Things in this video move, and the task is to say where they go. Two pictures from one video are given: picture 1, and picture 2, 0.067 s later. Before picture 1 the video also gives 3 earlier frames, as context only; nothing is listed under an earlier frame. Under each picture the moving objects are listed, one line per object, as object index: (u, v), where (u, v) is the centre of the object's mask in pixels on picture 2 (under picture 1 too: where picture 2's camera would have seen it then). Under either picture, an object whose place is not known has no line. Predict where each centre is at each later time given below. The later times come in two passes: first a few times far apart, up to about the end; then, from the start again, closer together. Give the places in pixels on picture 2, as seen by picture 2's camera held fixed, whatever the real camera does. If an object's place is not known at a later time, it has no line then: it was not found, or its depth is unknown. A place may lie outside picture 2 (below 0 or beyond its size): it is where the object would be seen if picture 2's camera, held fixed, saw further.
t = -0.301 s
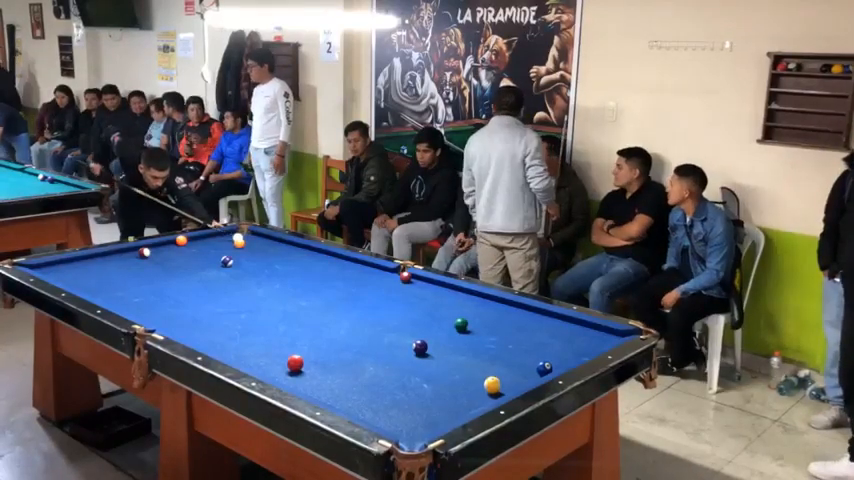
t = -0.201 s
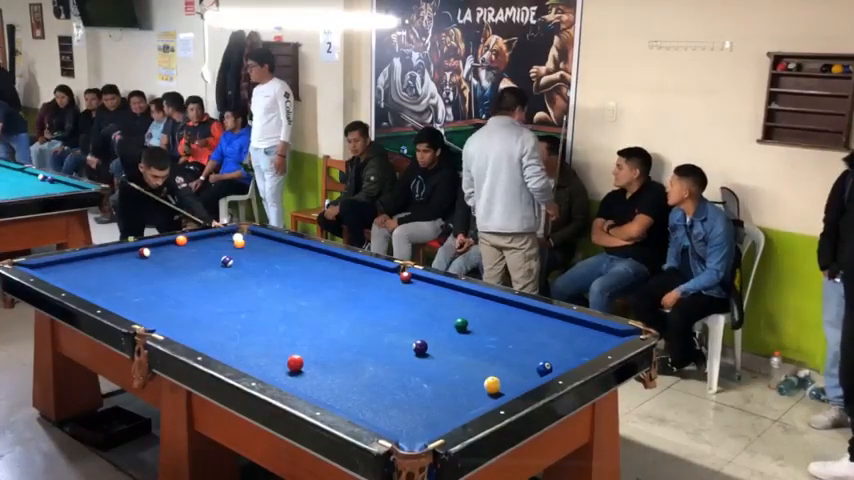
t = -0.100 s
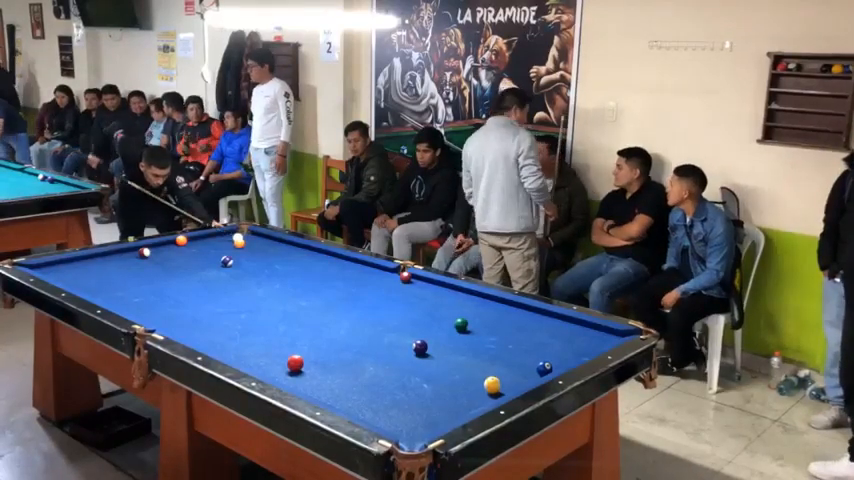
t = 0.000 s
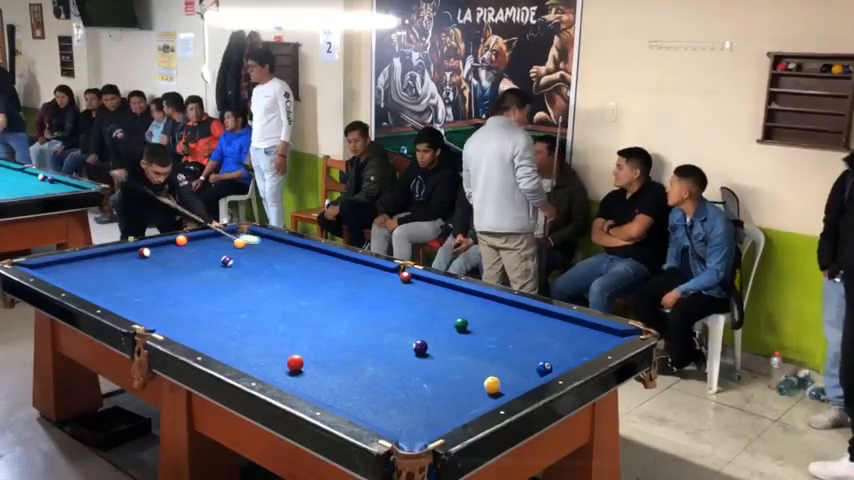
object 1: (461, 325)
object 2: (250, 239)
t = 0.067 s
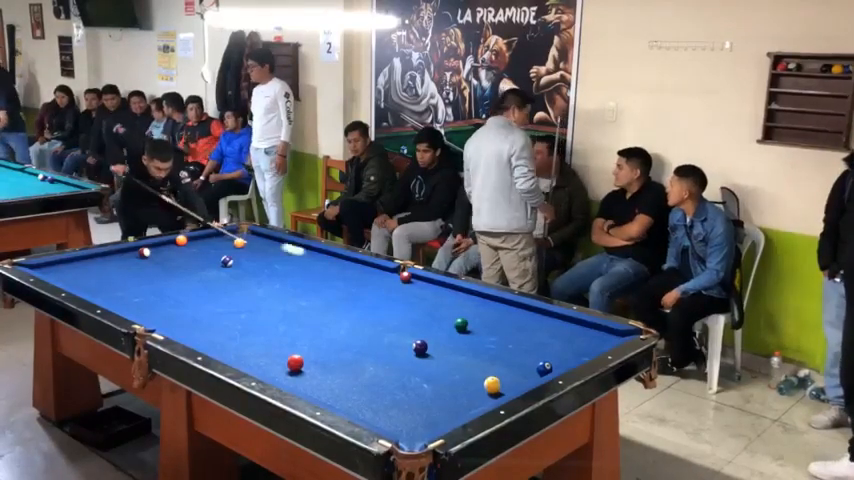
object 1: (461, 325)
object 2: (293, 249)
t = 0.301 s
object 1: (461, 325)
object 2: (388, 277)
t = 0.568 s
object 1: (461, 325)
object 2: (354, 276)
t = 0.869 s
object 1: (442, 323)
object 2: (310, 272)
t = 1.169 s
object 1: (357, 315)
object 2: (267, 269)
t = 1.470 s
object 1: (283, 308)
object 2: (228, 266)
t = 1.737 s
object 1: (221, 302)
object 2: (194, 263)
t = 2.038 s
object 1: (153, 297)
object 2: (159, 260)
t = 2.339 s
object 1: (93, 290)
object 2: (125, 257)
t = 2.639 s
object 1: (73, 280)
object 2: (96, 255)
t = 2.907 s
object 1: (69, 270)
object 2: (94, 260)
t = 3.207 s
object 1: (65, 261)
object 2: (91, 265)
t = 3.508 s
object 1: (84, 261)
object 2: (89, 270)
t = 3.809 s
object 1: (106, 264)
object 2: (86, 274)
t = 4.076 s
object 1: (124, 265)
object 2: (83, 279)
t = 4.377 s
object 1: (142, 266)
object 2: (81, 283)
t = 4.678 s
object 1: (160, 267)
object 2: (78, 286)
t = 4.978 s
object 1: (177, 269)
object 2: (83, 287)
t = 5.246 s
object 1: (191, 269)
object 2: (88, 288)
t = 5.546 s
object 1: (205, 270)
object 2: (90, 288)
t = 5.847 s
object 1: (218, 271)
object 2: (90, 288)
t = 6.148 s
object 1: (229, 271)
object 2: (89, 289)
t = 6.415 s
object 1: (237, 272)
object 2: (89, 289)
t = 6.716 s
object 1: (246, 272)
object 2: (89, 289)
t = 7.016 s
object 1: (254, 273)
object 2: (89, 289)
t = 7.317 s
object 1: (260, 274)
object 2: (89, 289)
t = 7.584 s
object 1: (263, 274)
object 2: (89, 289)
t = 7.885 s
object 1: (266, 274)
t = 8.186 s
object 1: (268, 274)
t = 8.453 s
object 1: (268, 274)
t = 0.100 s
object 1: (461, 325)
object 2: (316, 254)
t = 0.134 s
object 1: (461, 325)
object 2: (339, 260)
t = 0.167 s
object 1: (461, 325)
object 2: (364, 266)
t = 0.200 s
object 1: (461, 325)
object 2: (388, 273)
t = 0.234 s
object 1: (461, 325)
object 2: (394, 276)
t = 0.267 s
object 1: (461, 325)
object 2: (391, 276)
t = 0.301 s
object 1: (461, 325)
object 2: (388, 277)
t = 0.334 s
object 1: (461, 325)
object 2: (385, 277)
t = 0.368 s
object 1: (461, 325)
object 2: (381, 277)
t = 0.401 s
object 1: (461, 325)
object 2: (377, 277)
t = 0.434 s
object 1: (461, 325)
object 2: (373, 277)
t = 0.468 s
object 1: (461, 325)
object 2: (369, 277)
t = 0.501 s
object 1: (461, 325)
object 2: (364, 277)
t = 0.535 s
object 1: (461, 325)
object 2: (359, 276)
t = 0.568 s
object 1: (461, 325)
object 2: (354, 276)
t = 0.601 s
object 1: (461, 325)
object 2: (349, 275)
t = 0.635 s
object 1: (461, 325)
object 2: (344, 275)
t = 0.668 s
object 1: (461, 325)
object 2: (339, 275)
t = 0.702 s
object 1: (461, 325)
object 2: (334, 274)
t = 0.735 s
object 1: (461, 325)
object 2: (329, 274)
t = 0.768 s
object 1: (461, 325)
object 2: (324, 273)
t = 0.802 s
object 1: (461, 325)
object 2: (319, 273)
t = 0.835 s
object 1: (455, 324)
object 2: (314, 272)
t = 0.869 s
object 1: (442, 323)
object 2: (310, 272)
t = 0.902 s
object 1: (430, 322)
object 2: (305, 272)
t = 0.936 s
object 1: (419, 321)
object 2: (300, 271)
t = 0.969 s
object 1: (409, 319)
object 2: (295, 271)
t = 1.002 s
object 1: (399, 319)
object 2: (291, 271)
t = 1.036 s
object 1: (391, 318)
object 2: (286, 270)
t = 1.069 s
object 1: (382, 317)
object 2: (281, 270)
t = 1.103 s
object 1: (374, 316)
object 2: (277, 270)
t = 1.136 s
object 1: (365, 316)
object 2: (272, 269)
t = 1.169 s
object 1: (357, 315)
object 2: (267, 269)
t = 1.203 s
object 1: (349, 315)
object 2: (263, 269)
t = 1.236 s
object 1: (340, 314)
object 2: (259, 268)
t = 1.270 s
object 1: (332, 313)
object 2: (254, 268)
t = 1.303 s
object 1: (324, 312)
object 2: (249, 268)
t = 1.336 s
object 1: (315, 311)
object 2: (245, 267)
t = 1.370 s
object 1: (307, 311)
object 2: (241, 267)
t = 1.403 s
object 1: (299, 310)
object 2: (236, 266)
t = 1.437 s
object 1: (291, 310)
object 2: (232, 266)
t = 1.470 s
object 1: (283, 308)
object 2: (228, 266)
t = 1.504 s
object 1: (274, 308)
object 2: (223, 266)
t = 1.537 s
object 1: (267, 308)
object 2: (219, 265)
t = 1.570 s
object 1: (259, 307)
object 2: (214, 265)
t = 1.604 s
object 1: (251, 306)
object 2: (210, 264)
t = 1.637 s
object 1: (244, 305)
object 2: (206, 264)
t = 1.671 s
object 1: (236, 305)
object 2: (202, 264)
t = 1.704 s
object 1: (228, 304)
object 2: (198, 263)
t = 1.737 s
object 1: (221, 302)
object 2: (194, 263)
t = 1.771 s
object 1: (213, 302)
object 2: (190, 263)
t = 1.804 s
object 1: (205, 302)
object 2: (186, 262)
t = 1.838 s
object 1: (197, 300)
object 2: (182, 262)
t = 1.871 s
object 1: (191, 300)
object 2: (178, 262)
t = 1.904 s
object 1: (184, 299)
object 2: (174, 261)
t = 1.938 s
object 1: (176, 299)
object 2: (170, 261)
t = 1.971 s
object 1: (168, 298)
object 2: (166, 261)
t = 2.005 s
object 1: (161, 297)
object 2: (162, 260)
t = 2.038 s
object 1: (153, 297)
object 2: (159, 260)
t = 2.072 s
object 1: (147, 296)
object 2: (155, 260)
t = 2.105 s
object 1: (140, 295)
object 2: (151, 260)
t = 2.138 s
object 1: (132, 295)
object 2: (147, 259)
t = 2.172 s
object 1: (126, 294)
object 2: (143, 259)
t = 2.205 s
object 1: (118, 293)
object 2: (139, 259)
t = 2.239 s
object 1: (112, 293)
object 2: (136, 258)
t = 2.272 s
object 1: (105, 291)
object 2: (132, 258)
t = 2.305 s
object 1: (99, 291)
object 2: (129, 258)
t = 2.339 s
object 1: (93, 290)
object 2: (125, 257)
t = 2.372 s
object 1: (85, 288)
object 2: (122, 257)
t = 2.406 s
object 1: (79, 287)
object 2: (118, 256)
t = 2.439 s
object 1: (77, 286)
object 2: (114, 256)
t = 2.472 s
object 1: (76, 285)
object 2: (111, 256)
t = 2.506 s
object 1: (75, 284)
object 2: (108, 256)
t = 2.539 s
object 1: (75, 283)
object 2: (104, 255)
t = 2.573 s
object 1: (74, 282)
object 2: (101, 255)
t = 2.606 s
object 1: (74, 281)
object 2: (97, 255)
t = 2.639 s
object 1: (73, 280)
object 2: (96, 255)
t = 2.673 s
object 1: (72, 279)
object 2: (96, 256)
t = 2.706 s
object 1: (72, 278)
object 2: (95, 256)
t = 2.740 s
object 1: (72, 276)
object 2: (95, 257)
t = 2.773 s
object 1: (71, 275)
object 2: (95, 257)
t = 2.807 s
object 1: (71, 274)
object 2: (95, 258)
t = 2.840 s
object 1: (71, 273)
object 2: (94, 259)
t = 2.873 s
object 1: (69, 272)
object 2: (94, 259)
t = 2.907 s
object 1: (69, 270)
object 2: (94, 260)
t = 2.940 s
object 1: (69, 269)
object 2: (94, 260)
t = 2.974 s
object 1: (68, 268)
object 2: (94, 261)
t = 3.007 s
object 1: (67, 267)
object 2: (93, 261)
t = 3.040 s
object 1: (67, 266)
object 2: (93, 262)
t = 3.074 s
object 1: (67, 265)
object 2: (93, 262)
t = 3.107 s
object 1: (66, 264)
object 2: (92, 263)
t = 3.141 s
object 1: (65, 264)
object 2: (92, 263)
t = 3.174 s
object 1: (65, 262)
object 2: (92, 264)
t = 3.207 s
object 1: (65, 261)
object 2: (91, 265)
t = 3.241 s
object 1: (64, 261)
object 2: (91, 265)
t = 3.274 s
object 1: (67, 261)
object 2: (91, 266)
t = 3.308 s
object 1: (69, 261)
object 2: (90, 266)
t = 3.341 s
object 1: (72, 261)
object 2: (90, 267)
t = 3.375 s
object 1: (74, 261)
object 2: (90, 268)
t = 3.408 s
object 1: (78, 261)
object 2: (89, 268)
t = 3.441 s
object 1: (80, 261)
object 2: (89, 269)
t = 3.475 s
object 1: (81, 260)
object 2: (89, 269)
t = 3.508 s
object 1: (84, 261)
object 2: (89, 270)
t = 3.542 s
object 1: (86, 261)
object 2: (88, 270)
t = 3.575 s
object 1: (89, 261)
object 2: (88, 271)
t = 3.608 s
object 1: (92, 261)
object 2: (88, 271)
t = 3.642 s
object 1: (95, 262)
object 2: (87, 272)
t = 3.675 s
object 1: (97, 262)
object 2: (87, 272)
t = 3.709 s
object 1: (99, 263)
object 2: (87, 273)
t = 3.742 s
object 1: (101, 263)
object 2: (87, 273)
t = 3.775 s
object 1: (104, 263)
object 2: (86, 274)
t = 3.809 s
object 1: (106, 264)
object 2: (86, 274)
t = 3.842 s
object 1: (108, 264)
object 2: (86, 275)
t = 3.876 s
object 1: (111, 264)
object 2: (86, 275)
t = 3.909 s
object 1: (113, 264)
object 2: (85, 276)
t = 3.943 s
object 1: (115, 264)
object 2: (85, 276)
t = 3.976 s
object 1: (117, 264)
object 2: (85, 277)
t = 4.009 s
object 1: (120, 264)
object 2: (84, 277)
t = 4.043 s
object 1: (121, 264)
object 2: (84, 278)
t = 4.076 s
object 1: (124, 265)
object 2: (83, 279)
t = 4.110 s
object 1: (126, 265)
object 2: (83, 279)
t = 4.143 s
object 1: (128, 265)
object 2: (83, 279)
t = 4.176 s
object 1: (130, 265)
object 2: (82, 280)
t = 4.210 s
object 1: (132, 265)
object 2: (82, 280)
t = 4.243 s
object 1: (134, 265)
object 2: (82, 281)
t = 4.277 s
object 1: (136, 266)
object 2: (82, 281)
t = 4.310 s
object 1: (138, 266)
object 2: (81, 282)
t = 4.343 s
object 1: (140, 266)
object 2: (81, 282)
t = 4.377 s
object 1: (142, 266)
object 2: (81, 283)
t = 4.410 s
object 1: (145, 266)
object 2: (80, 283)
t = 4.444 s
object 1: (147, 266)
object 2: (80, 283)
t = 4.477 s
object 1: (148, 266)
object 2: (80, 284)
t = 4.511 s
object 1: (151, 267)
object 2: (80, 284)
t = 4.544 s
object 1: (153, 267)
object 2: (79, 284)
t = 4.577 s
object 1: (154, 267)
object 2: (79, 285)
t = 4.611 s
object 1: (157, 267)
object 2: (79, 285)
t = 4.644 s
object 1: (158, 267)
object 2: (78, 286)
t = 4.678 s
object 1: (160, 267)
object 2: (78, 286)
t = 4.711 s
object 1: (162, 267)
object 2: (78, 286)
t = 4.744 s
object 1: (164, 267)
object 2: (78, 287)
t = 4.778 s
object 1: (166, 267)
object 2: (78, 287)
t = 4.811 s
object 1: (168, 268)
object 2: (79, 287)
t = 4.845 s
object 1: (169, 268)
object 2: (80, 287)
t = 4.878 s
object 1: (171, 268)
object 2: (81, 287)
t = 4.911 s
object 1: (173, 268)
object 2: (81, 287)
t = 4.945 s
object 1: (175, 268)
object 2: (82, 287)
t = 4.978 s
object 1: (177, 269)
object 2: (83, 287)
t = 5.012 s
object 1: (179, 268)
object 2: (84, 287)
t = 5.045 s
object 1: (180, 269)
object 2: (84, 287)
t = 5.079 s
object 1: (182, 269)
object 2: (85, 287)
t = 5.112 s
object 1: (184, 269)
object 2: (85, 287)
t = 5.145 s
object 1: (186, 269)
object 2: (86, 287)
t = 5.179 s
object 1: (187, 269)
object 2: (86, 287)
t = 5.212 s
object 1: (189, 269)
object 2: (87, 287)
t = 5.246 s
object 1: (191, 269)
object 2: (88, 288)
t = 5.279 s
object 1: (192, 270)
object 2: (88, 288)
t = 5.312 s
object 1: (193, 270)
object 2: (88, 288)
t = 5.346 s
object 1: (195, 270)
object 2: (89, 288)
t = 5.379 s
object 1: (197, 270)
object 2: (89, 288)
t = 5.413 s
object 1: (198, 270)
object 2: (89, 288)
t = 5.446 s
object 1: (200, 270)
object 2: (89, 288)
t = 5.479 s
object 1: (202, 270)
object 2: (90, 288)
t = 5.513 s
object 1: (203, 270)
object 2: (90, 288)
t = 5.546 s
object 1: (205, 270)
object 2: (90, 288)
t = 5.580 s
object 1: (206, 270)
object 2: (90, 288)
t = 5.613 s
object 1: (207, 270)
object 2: (90, 288)
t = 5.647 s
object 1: (209, 270)
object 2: (90, 288)
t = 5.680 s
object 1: (210, 270)
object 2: (90, 288)
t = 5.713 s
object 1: (212, 271)
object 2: (90, 288)
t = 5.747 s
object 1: (213, 270)
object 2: (90, 288)
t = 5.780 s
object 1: (215, 270)
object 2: (90, 288)
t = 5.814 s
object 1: (216, 271)
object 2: (90, 288)
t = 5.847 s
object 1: (218, 271)
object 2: (90, 288)
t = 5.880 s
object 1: (219, 271)
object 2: (90, 288)
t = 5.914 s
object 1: (220, 271)
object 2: (90, 288)
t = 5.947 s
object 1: (221, 271)
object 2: (90, 288)
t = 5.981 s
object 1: (222, 271)
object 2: (89, 288)
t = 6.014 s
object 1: (224, 271)
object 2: (89, 288)
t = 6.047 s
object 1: (225, 271)
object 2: (89, 288)
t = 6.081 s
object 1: (226, 271)
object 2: (89, 288)
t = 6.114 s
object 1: (227, 271)
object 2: (89, 288)
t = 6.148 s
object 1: (229, 271)
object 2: (89, 289)
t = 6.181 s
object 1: (230, 271)
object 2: (89, 289)
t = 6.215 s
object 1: (231, 271)
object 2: (89, 289)
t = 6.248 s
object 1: (232, 271)
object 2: (89, 289)
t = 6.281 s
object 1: (233, 271)
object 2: (89, 289)
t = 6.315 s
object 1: (234, 271)
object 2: (89, 289)
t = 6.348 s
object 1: (235, 271)
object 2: (89, 289)
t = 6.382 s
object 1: (236, 271)
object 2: (89, 289)
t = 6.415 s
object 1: (237, 272)
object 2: (89, 289)
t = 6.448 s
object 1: (238, 272)
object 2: (89, 289)
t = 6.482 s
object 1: (239, 271)
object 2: (89, 289)
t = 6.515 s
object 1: (240, 271)
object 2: (89, 289)
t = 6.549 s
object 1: (241, 272)
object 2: (89, 289)
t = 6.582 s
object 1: (242, 272)
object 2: (89, 289)
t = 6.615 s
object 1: (243, 272)
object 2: (89, 289)
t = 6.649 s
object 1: (244, 272)
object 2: (89, 289)
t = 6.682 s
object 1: (245, 272)
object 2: (89, 289)
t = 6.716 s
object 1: (246, 272)
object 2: (89, 289)
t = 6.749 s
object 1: (247, 273)
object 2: (89, 289)
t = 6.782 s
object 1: (248, 273)
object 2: (89, 289)
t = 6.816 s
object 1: (248, 273)
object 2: (89, 289)
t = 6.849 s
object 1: (249, 273)
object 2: (89, 289)
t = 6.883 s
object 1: (250, 273)
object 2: (89, 289)
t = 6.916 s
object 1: (251, 273)
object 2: (89, 289)
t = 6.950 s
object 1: (252, 273)
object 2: (89, 289)
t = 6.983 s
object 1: (253, 273)
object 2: (89, 289)
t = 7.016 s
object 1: (254, 273)
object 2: (89, 289)
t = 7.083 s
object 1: (255, 273)
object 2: (89, 289)
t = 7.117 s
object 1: (256, 274)
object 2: (89, 289)
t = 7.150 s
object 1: (257, 274)
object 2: (89, 289)
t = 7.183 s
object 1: (257, 274)
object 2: (89, 289)
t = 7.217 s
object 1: (258, 274)
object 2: (89, 289)
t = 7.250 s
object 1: (258, 274)
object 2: (89, 289)
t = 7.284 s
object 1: (259, 274)
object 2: (89, 289)
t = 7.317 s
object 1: (260, 274)
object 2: (89, 289)
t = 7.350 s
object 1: (260, 274)
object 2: (89, 289)
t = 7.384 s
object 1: (261, 274)
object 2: (89, 289)
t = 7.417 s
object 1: (261, 274)
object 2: (89, 289)
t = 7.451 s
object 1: (262, 274)
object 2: (89, 289)
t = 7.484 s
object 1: (262, 274)
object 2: (89, 289)
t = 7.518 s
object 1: (263, 274)
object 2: (89, 289)
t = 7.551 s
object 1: (263, 274)
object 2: (89, 289)
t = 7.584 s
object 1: (263, 274)
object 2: (89, 289)
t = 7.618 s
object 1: (264, 274)
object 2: (89, 289)
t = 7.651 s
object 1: (264, 274)
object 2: (89, 289)
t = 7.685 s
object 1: (265, 274)
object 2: (89, 289)
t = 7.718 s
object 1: (265, 274)
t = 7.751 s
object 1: (265, 274)
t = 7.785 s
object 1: (266, 274)
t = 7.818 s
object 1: (266, 274)
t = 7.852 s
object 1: (266, 274)
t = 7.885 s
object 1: (266, 274)
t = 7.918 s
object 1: (267, 274)
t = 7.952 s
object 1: (267, 274)
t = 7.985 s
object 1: (267, 274)
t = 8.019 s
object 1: (267, 274)
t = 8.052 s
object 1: (267, 274)
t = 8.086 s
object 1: (268, 274)
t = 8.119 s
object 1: (268, 274)
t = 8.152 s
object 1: (268, 274)
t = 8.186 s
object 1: (268, 274)
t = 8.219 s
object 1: (268, 274)
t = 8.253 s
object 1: (268, 274)
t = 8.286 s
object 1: (268, 274)
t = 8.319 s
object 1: (268, 274)
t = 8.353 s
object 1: (268, 274)
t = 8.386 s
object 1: (268, 274)
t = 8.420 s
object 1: (268, 274)
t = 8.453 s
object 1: (268, 274)
